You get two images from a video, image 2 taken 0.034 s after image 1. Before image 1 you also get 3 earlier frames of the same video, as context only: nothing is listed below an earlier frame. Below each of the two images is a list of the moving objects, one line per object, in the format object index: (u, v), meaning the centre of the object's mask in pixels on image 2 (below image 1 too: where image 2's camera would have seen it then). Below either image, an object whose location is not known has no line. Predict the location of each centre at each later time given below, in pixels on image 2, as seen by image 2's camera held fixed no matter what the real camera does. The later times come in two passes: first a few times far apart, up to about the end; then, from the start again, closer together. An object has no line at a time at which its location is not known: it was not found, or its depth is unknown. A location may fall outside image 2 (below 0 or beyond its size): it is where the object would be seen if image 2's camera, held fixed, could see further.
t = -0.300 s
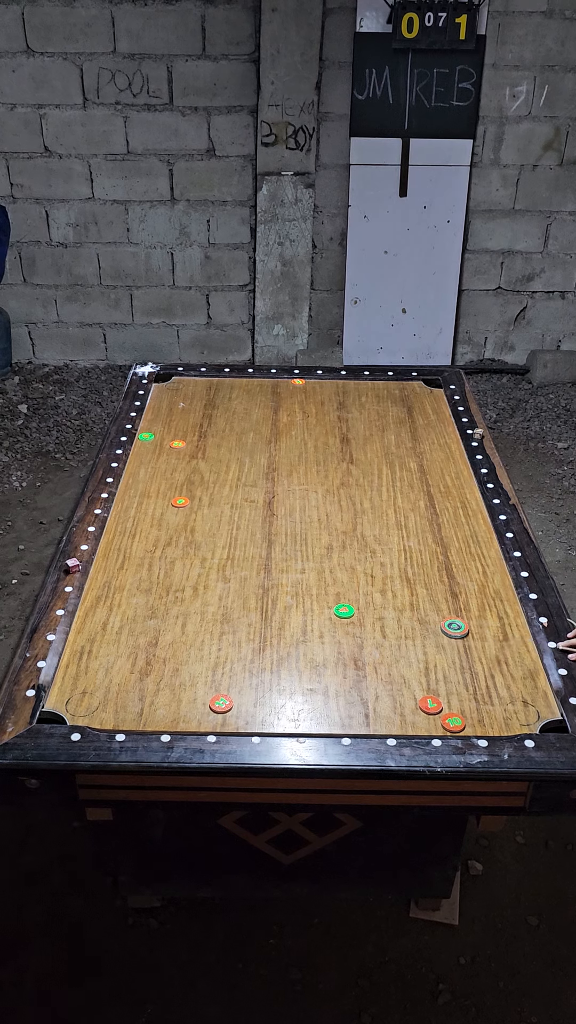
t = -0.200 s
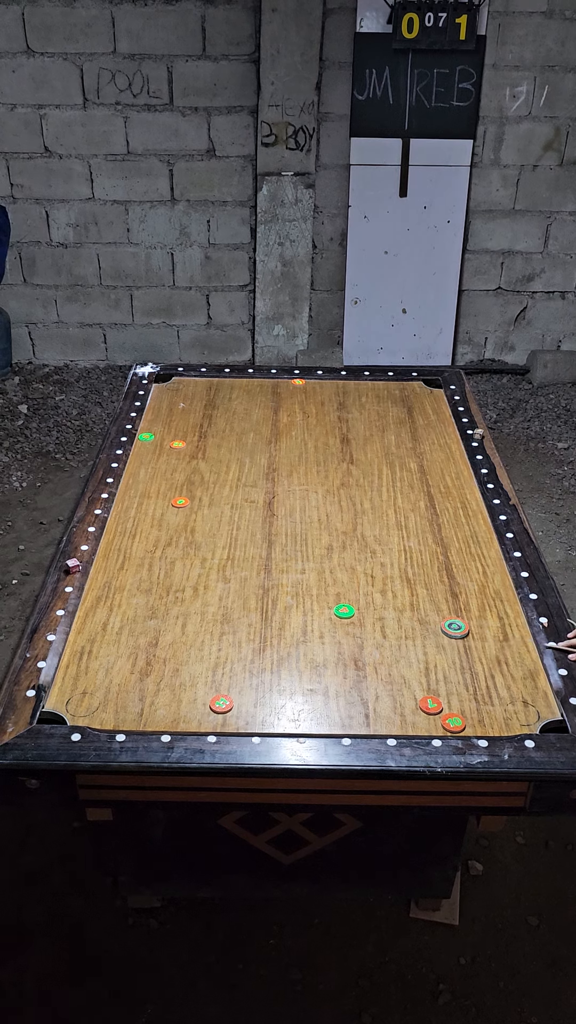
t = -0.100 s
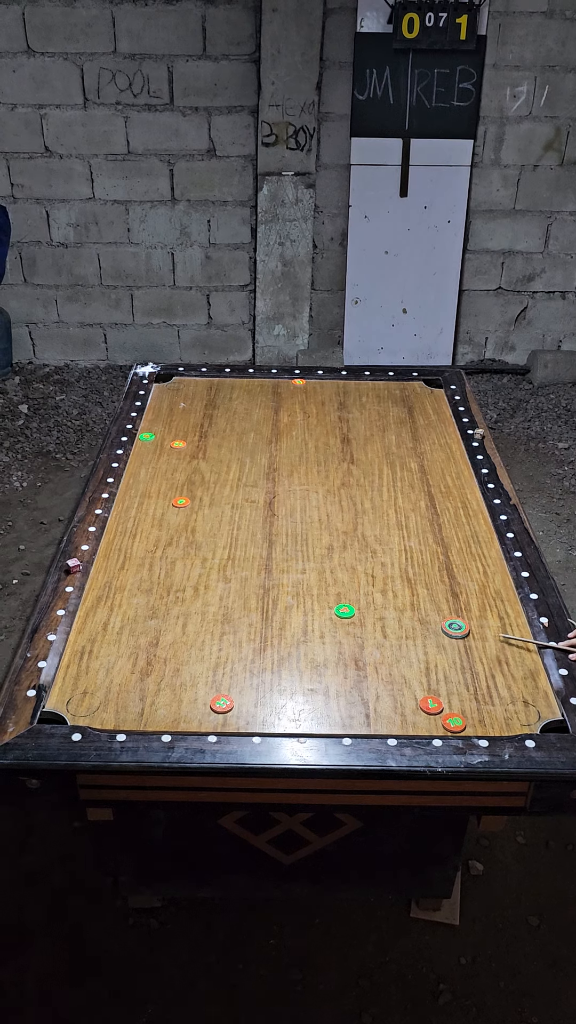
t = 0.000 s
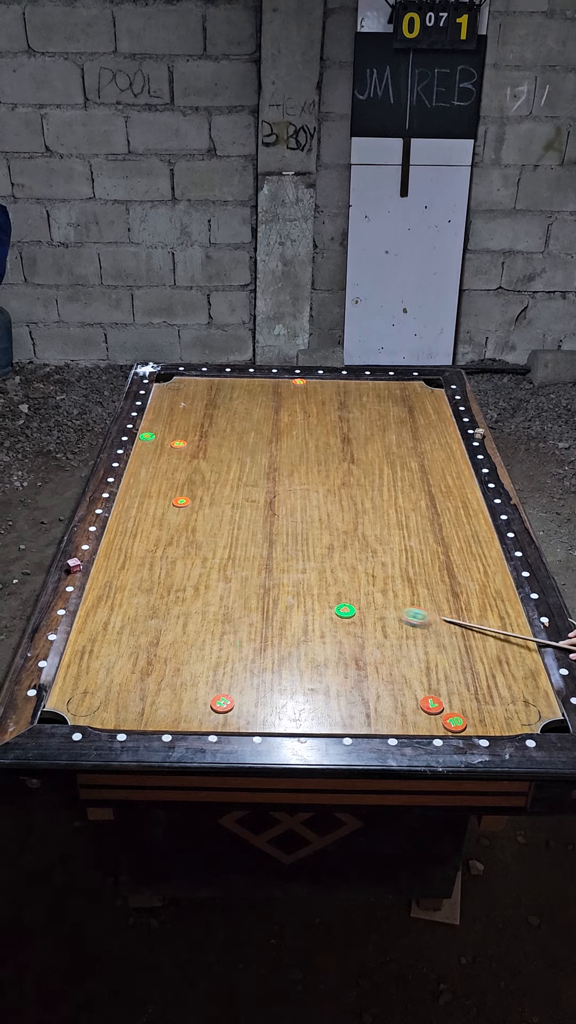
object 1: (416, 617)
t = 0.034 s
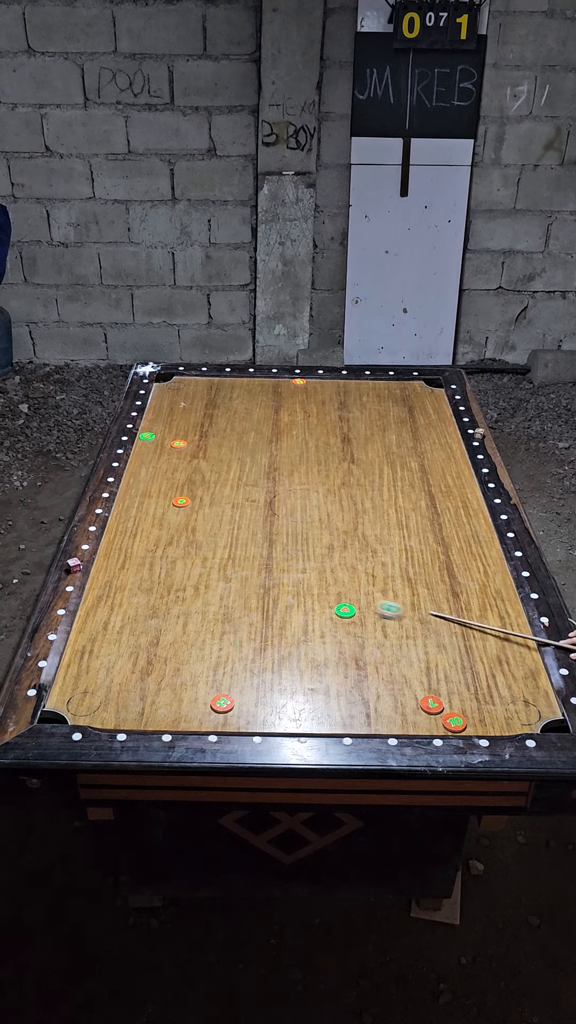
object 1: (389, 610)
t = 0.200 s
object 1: (292, 569)
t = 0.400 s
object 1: (206, 530)
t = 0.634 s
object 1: (132, 496)
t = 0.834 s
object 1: (172, 472)
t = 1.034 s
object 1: (208, 454)
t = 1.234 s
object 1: (234, 441)
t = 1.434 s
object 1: (251, 431)
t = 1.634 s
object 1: (260, 427)
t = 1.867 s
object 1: (263, 424)
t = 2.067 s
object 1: (263, 424)
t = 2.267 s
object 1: (263, 424)
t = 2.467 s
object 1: (264, 424)
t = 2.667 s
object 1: (263, 424)
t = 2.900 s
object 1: (263, 424)
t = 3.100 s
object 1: (263, 424)
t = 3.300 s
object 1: (263, 424)
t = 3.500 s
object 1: (263, 424)
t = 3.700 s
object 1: (263, 424)
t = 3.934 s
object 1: (263, 424)
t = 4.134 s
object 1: (263, 424)
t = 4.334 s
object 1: (264, 424)
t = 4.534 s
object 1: (263, 424)
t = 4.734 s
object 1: (264, 424)
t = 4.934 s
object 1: (263, 424)
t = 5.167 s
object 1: (264, 424)
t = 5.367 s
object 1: (263, 424)
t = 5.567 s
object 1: (264, 424)
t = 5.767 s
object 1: (263, 424)
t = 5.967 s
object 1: (263, 424)
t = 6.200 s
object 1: (263, 424)
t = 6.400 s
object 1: (263, 424)
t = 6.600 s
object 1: (263, 424)
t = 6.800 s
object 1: (263, 424)
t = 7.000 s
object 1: (263, 424)
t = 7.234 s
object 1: (263, 424)
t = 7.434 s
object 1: (263, 424)
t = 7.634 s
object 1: (263, 424)
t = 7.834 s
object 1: (263, 424)
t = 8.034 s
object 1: (263, 424)
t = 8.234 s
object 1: (263, 424)
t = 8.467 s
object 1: (264, 424)
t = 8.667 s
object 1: (264, 424)
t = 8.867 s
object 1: (263, 424)
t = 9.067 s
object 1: (264, 424)
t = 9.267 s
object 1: (264, 424)
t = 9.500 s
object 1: (263, 424)
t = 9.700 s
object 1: (264, 424)
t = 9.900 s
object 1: (263, 424)
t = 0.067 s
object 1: (365, 603)
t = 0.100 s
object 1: (345, 594)
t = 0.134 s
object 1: (327, 586)
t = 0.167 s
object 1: (309, 577)
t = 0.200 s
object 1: (292, 569)
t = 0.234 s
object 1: (276, 562)
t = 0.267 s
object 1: (262, 555)
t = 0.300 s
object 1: (246, 549)
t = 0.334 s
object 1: (233, 542)
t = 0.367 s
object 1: (219, 536)
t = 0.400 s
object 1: (206, 530)
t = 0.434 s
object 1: (194, 525)
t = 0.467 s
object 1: (183, 519)
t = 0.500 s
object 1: (171, 514)
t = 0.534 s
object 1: (160, 509)
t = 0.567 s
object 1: (150, 504)
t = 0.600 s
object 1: (141, 500)
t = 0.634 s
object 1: (132, 496)
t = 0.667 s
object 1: (133, 491)
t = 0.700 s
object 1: (141, 488)
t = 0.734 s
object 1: (149, 483)
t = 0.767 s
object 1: (157, 479)
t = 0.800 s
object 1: (165, 476)
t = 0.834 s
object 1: (172, 472)
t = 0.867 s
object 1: (178, 468)
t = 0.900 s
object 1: (185, 465)
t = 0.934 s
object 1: (191, 462)
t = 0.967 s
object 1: (197, 459)
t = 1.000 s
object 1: (203, 456)
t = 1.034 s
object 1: (208, 454)
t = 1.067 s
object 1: (212, 451)
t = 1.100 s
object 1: (217, 449)
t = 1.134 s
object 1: (222, 446)
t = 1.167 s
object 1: (226, 444)
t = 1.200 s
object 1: (230, 442)
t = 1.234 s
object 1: (234, 441)
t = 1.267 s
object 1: (237, 439)
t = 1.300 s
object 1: (241, 436)
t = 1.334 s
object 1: (243, 435)
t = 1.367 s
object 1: (246, 434)
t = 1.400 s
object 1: (248, 432)
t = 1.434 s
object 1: (251, 431)
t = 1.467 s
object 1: (253, 430)
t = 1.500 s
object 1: (255, 429)
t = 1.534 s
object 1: (256, 429)
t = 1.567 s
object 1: (258, 428)
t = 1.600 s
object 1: (259, 427)
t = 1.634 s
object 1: (260, 427)
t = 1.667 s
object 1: (261, 426)
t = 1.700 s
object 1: (261, 425)
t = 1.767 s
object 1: (262, 425)
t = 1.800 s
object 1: (263, 424)
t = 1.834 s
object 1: (263, 424)
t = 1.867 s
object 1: (263, 424)
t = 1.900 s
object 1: (263, 424)
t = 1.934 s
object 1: (263, 424)
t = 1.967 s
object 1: (263, 424)
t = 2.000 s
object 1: (263, 424)
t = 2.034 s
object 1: (263, 424)
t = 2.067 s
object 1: (263, 424)
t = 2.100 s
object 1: (263, 424)
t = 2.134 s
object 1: (263, 424)
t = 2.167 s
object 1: (263, 424)
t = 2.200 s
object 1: (263, 424)
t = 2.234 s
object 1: (263, 424)
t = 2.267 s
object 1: (263, 424)
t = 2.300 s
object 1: (263, 424)
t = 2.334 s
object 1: (264, 424)
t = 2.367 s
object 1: (264, 424)
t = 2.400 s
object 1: (264, 424)
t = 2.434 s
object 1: (264, 424)
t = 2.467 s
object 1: (264, 424)
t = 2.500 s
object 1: (264, 424)
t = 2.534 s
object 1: (263, 424)
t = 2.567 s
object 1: (263, 424)
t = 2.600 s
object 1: (264, 424)
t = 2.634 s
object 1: (263, 424)
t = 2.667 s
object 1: (263, 424)
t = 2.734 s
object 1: (263, 424)
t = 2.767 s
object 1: (263, 424)
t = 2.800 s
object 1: (263, 424)
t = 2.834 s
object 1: (263, 424)
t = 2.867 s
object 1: (263, 424)
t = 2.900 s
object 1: (263, 424)
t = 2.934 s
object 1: (263, 424)
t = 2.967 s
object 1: (263, 424)
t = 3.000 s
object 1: (263, 424)
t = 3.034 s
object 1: (263, 424)
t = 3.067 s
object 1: (263, 424)
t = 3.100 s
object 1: (263, 424)
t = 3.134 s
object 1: (263, 424)
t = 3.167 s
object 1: (263, 424)
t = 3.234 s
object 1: (263, 424)
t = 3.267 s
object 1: (263, 424)
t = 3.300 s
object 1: (263, 424)
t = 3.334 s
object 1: (263, 424)
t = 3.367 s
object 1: (263, 424)
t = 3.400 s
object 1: (263, 424)
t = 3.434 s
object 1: (263, 424)
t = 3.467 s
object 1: (263, 424)
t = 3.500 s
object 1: (263, 424)
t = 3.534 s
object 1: (263, 424)
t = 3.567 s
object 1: (263, 424)
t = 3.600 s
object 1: (263, 424)
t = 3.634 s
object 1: (264, 424)
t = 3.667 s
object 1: (264, 424)
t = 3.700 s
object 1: (263, 424)
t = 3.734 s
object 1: (263, 424)
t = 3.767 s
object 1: (263, 424)
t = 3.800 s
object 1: (263, 424)
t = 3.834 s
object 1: (264, 424)
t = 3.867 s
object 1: (263, 424)
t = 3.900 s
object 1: (263, 424)
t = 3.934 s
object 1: (263, 424)
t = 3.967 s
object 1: (263, 424)
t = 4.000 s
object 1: (263, 424)
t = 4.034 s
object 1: (263, 424)
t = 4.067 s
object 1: (263, 424)
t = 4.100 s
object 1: (263, 424)
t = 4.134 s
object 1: (263, 424)
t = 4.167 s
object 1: (263, 424)
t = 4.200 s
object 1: (263, 424)
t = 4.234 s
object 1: (263, 424)
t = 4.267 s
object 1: (263, 424)
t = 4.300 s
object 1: (263, 424)
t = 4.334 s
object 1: (264, 424)
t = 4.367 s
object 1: (263, 424)
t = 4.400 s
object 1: (263, 424)
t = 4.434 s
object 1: (263, 424)
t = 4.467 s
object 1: (263, 424)
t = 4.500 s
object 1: (263, 424)
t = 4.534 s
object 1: (263, 424)
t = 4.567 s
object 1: (264, 424)
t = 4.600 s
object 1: (263, 424)
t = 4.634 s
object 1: (263, 424)
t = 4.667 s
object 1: (263, 424)
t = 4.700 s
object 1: (263, 424)
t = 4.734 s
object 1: (264, 424)
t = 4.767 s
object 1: (263, 424)
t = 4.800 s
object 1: (263, 424)
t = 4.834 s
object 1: (263, 424)
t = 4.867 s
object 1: (263, 424)
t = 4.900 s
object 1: (263, 424)
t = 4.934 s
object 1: (263, 424)
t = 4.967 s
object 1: (263, 424)
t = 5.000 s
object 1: (263, 424)
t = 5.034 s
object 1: (263, 424)
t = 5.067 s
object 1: (263, 424)
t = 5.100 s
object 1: (263, 424)
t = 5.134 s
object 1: (263, 424)
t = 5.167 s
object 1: (264, 424)
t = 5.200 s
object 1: (263, 424)
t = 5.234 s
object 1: (263, 424)
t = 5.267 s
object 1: (263, 424)
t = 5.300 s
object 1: (263, 424)
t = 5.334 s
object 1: (263, 424)
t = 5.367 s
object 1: (263, 424)
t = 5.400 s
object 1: (263, 424)
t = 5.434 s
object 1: (263, 424)
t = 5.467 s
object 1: (263, 424)
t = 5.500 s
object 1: (263, 424)
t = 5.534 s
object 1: (263, 424)
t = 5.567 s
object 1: (264, 424)
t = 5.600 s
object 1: (263, 424)
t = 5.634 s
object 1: (264, 424)
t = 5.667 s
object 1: (263, 424)
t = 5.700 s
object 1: (263, 424)
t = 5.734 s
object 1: (263, 424)
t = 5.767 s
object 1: (263, 424)
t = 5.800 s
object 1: (263, 424)
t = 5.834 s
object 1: (263, 424)
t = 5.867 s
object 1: (263, 424)
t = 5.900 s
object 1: (263, 424)
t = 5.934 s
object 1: (263, 424)
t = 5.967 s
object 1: (263, 424)
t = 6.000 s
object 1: (263, 424)
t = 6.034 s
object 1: (263, 424)
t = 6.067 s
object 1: (263, 424)
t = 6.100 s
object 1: (264, 424)
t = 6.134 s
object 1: (263, 424)
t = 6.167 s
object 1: (263, 424)
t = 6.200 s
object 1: (263, 424)
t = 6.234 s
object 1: (263, 424)
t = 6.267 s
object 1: (263, 424)
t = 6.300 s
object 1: (263, 424)
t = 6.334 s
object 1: (263, 424)
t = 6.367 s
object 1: (263, 424)
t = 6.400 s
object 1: (263, 424)
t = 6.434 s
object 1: (263, 424)
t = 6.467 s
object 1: (263, 424)
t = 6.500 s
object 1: (263, 424)
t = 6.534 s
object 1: (263, 424)
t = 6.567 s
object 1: (263, 424)
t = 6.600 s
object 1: (263, 424)
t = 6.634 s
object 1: (263, 424)
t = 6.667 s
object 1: (263, 424)
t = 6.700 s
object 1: (263, 424)
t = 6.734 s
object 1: (263, 424)
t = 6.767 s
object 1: (263, 424)
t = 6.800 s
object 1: (263, 424)
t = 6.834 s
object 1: (263, 424)
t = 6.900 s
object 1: (263, 424)
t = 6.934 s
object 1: (263, 424)
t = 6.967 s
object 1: (263, 424)
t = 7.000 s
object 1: (263, 424)
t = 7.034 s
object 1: (263, 424)
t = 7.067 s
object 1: (263, 424)
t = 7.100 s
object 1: (263, 424)
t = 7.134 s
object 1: (263, 424)
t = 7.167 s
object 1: (263, 424)
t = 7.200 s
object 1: (263, 424)
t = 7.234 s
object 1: (263, 424)
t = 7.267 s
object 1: (263, 424)
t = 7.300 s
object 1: (263, 424)
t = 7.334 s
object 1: (263, 424)
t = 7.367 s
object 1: (263, 424)
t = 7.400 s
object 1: (263, 424)
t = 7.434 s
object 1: (263, 424)
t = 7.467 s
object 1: (263, 424)
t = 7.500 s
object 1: (263, 424)
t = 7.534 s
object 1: (263, 424)
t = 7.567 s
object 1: (263, 424)
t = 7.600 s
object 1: (263, 424)
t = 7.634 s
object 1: (263, 424)
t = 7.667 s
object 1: (263, 424)
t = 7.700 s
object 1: (263, 424)
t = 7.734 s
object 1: (263, 424)
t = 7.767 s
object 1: (263, 424)
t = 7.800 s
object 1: (263, 424)
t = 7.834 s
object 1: (263, 424)
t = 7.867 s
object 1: (263, 424)
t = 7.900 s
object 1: (263, 424)
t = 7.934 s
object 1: (263, 424)
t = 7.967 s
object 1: (263, 424)
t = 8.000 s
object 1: (263, 424)
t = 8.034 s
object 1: (263, 424)
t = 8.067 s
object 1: (263, 424)
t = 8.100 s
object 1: (263, 424)
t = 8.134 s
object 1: (263, 424)
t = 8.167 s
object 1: (263, 424)
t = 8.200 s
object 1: (263, 424)
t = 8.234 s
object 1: (263, 424)
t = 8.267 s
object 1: (263, 424)
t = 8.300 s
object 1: (263, 424)
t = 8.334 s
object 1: (263, 424)
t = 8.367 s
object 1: (263, 424)
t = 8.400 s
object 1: (263, 424)
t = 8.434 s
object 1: (263, 424)
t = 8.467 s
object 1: (264, 424)
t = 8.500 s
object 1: (263, 424)
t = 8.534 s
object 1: (263, 424)
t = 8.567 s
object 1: (263, 424)
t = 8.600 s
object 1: (263, 424)
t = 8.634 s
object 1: (263, 424)
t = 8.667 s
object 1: (264, 424)
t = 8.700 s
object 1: (264, 424)
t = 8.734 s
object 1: (263, 424)
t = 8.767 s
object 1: (264, 424)
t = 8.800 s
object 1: (264, 424)
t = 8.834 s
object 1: (264, 424)
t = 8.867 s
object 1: (263, 424)
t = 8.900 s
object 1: (264, 424)
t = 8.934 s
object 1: (263, 424)
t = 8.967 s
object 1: (263, 424)
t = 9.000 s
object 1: (264, 424)
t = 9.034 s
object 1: (264, 424)
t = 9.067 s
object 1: (264, 424)
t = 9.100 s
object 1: (264, 424)
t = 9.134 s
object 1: (263, 424)
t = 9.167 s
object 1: (264, 424)
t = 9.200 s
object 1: (263, 424)
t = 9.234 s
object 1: (263, 424)
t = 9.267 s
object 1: (264, 424)
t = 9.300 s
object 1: (264, 424)
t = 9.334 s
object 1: (264, 424)
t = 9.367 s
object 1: (263, 424)
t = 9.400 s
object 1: (264, 424)
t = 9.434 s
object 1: (264, 424)
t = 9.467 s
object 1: (263, 424)
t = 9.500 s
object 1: (263, 424)
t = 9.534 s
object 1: (264, 424)
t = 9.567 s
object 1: (264, 424)
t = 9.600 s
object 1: (264, 424)
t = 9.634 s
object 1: (264, 424)
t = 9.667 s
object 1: (264, 424)
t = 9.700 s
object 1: (264, 424)
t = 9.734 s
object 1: (264, 424)
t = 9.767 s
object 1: (263, 424)
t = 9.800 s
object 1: (264, 424)
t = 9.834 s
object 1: (264, 424)
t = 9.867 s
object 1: (264, 424)
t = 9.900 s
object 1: (263, 424)
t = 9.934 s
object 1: (264, 424)
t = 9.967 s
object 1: (264, 424)
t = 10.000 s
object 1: (264, 424)
